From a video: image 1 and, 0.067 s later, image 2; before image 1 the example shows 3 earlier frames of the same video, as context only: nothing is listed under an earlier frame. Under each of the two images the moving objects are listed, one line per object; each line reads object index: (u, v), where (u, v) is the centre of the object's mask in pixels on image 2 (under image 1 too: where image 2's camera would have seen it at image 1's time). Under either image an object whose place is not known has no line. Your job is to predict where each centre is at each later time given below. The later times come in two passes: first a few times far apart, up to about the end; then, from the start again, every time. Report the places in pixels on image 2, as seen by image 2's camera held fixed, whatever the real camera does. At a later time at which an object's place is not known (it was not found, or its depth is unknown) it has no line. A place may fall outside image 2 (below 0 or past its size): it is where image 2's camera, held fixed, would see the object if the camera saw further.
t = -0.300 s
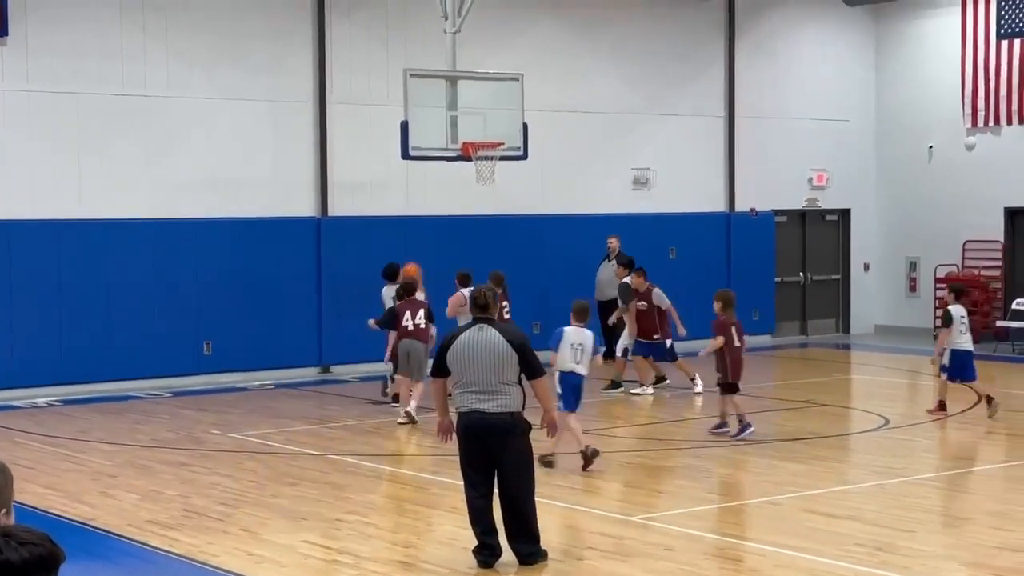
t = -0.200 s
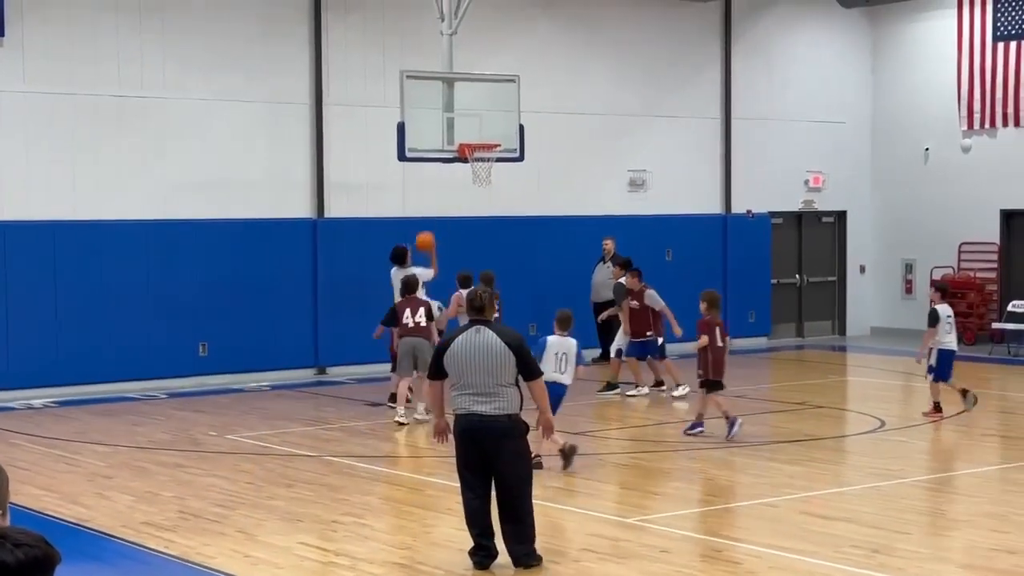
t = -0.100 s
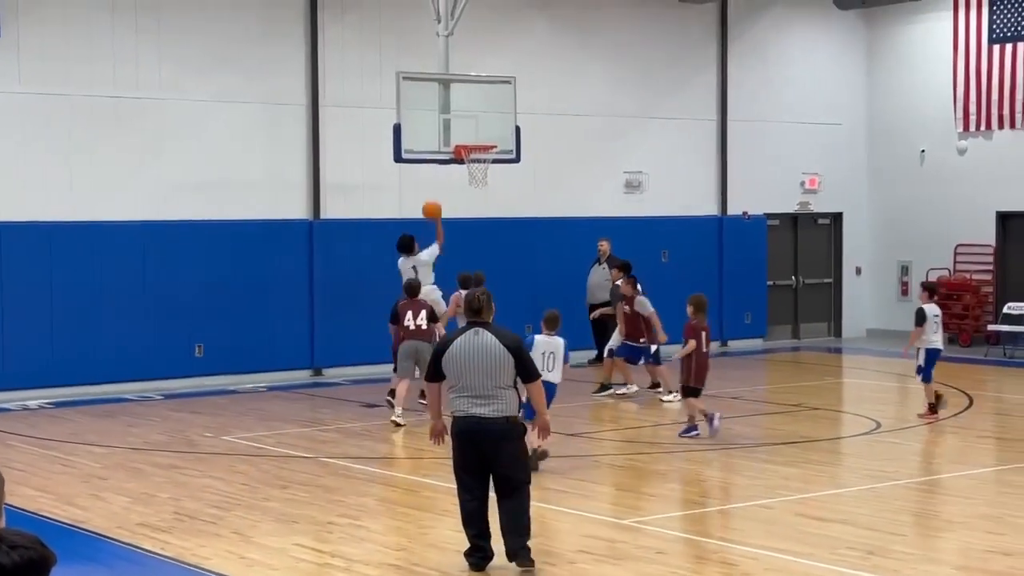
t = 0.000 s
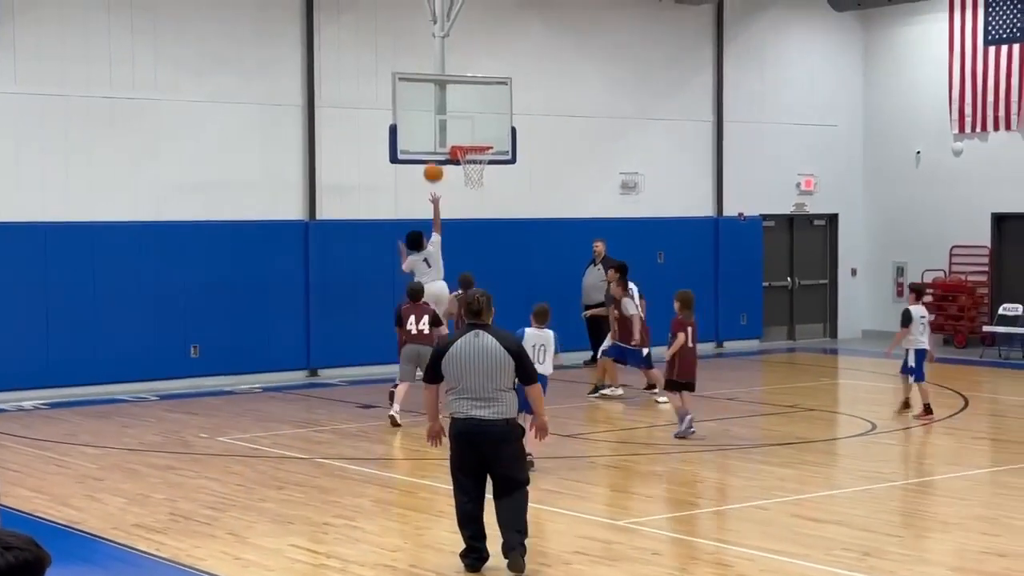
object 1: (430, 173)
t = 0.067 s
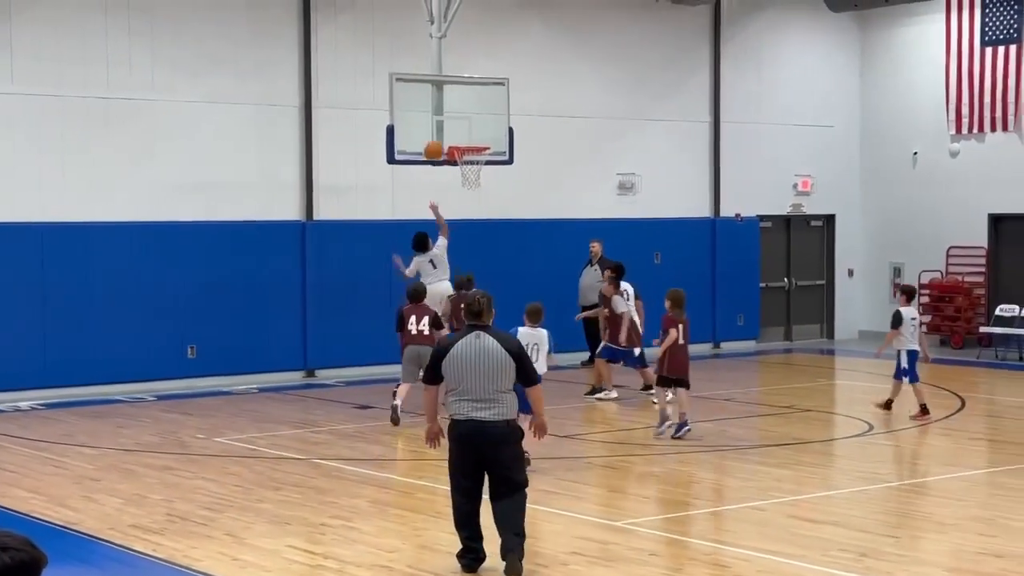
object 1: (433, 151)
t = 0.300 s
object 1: (456, 117)
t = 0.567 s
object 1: (485, 136)
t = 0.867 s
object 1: (470, 142)
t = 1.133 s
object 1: (462, 183)
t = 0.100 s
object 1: (435, 141)
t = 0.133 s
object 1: (437, 131)
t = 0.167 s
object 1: (439, 124)
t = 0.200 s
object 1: (442, 122)
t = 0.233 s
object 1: (448, 119)
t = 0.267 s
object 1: (451, 118)
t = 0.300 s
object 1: (456, 117)
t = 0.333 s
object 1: (460, 118)
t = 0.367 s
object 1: (464, 119)
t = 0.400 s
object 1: (469, 121)
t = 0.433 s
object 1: (473, 124)
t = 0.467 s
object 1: (477, 128)
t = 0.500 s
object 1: (482, 133)
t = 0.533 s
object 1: (486, 138)
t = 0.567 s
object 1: (485, 136)
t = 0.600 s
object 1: (483, 133)
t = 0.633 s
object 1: (481, 131)
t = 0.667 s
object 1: (480, 130)
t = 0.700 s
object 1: (478, 130)
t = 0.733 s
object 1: (476, 131)
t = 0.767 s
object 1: (475, 132)
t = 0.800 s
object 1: (473, 134)
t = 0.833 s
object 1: (471, 137)
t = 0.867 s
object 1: (470, 142)
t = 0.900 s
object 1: (468, 146)
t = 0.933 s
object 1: (466, 151)
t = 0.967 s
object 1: (466, 159)
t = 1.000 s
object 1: (464, 165)
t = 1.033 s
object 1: (464, 170)
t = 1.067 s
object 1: (462, 174)
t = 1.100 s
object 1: (462, 177)
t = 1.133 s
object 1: (462, 183)
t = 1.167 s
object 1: (462, 189)
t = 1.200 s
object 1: (462, 196)
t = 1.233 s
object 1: (463, 203)
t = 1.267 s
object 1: (463, 211)
